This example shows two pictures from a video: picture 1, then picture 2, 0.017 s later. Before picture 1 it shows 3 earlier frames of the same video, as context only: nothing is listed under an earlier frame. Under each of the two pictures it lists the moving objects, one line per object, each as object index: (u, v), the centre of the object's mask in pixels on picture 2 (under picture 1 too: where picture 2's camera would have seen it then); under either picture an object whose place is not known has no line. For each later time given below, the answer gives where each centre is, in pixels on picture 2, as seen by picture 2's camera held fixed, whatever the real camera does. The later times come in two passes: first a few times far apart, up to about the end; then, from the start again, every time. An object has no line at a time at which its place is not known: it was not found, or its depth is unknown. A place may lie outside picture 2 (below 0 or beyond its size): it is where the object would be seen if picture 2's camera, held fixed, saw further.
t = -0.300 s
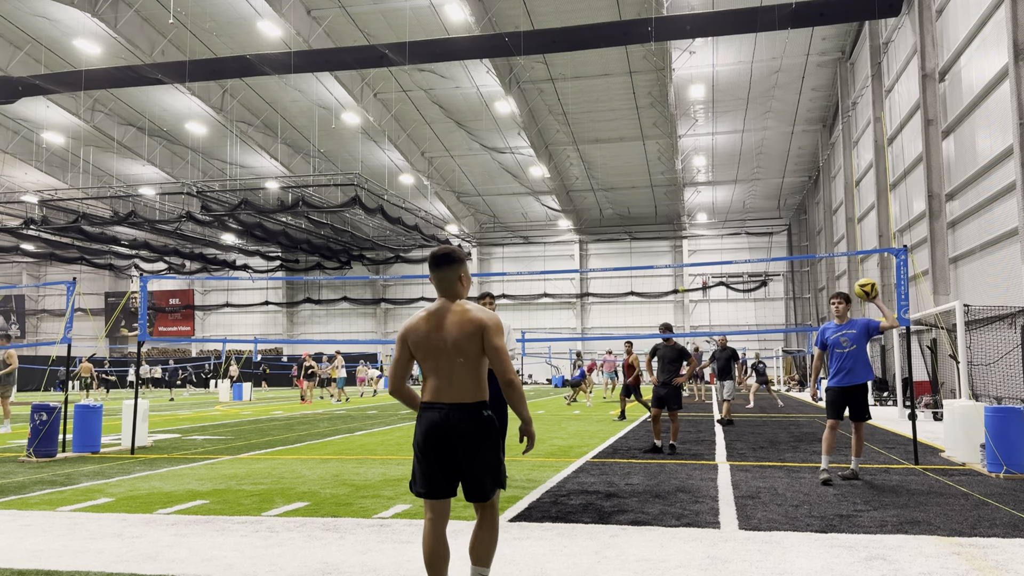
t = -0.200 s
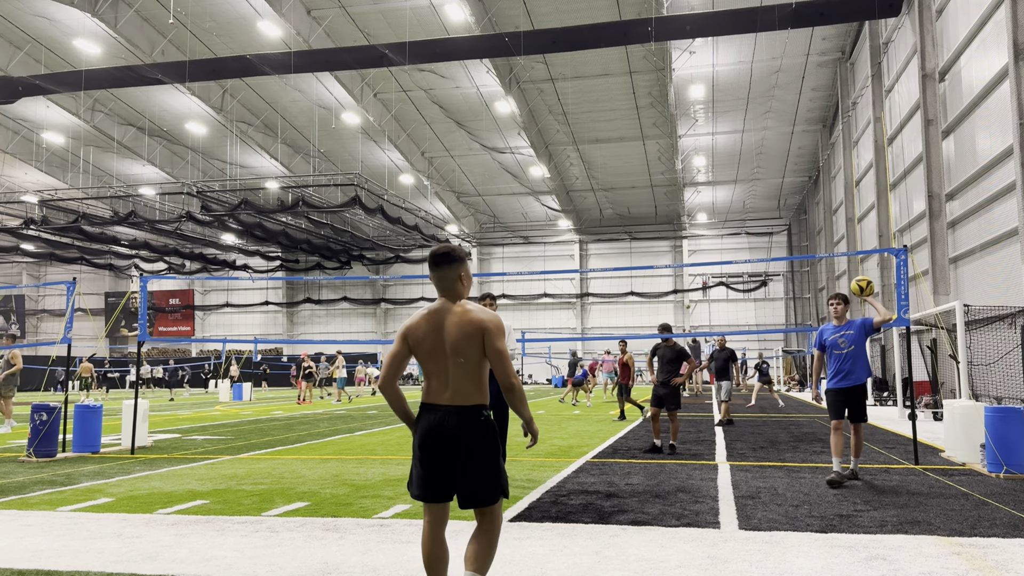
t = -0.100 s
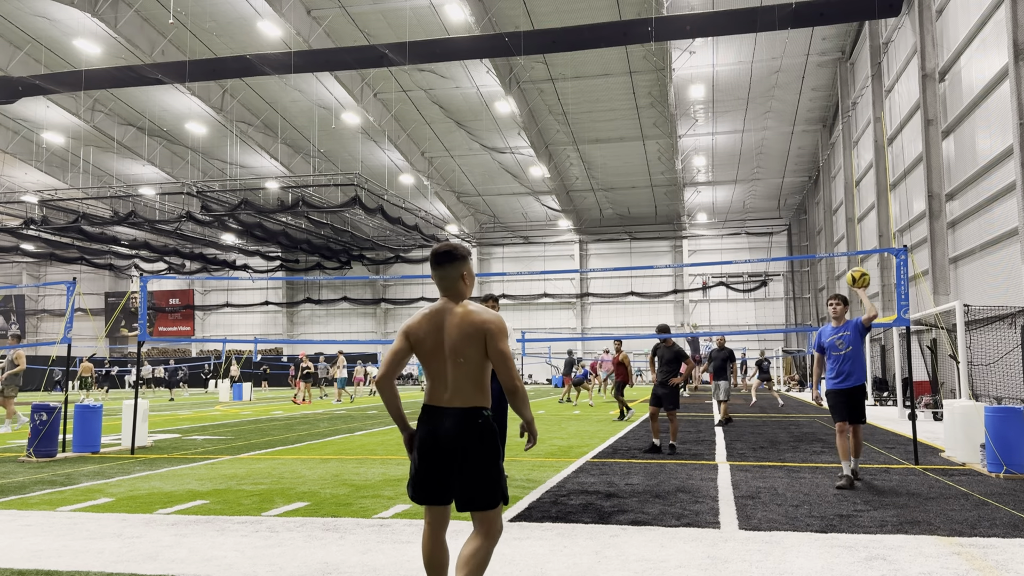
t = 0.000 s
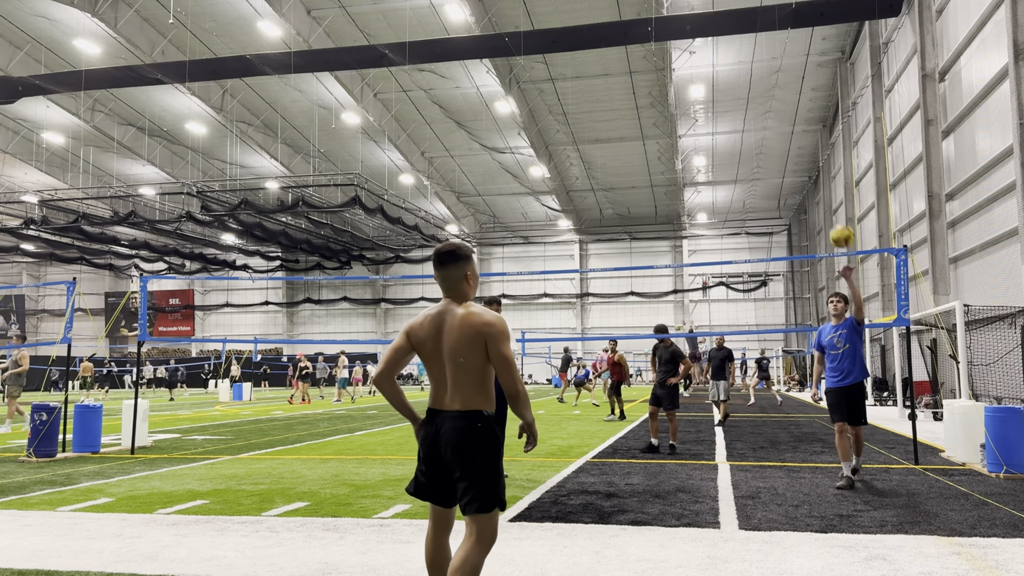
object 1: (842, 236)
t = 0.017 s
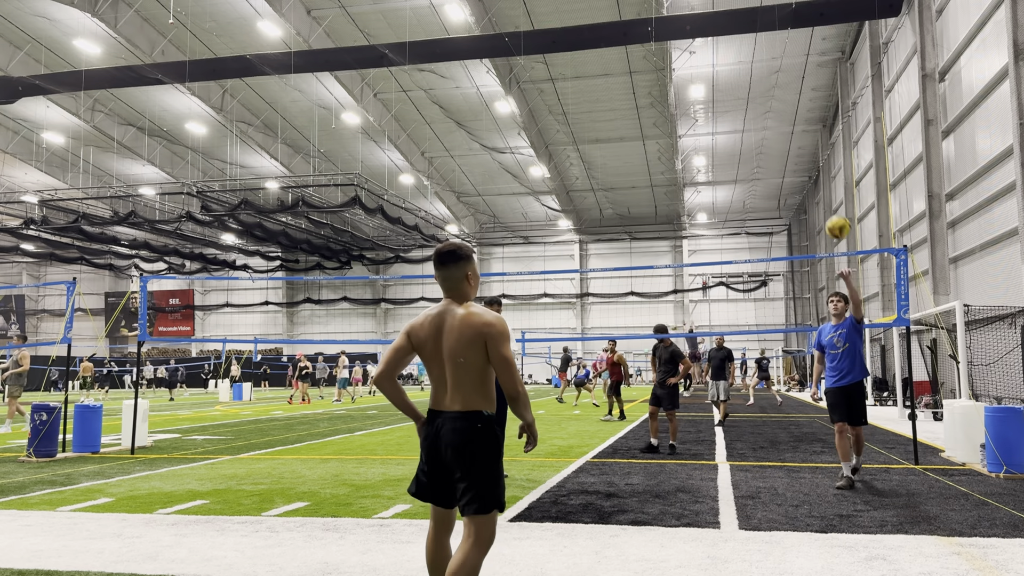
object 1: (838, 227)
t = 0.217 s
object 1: (787, 131)
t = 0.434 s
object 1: (720, 56)
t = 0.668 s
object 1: (624, 27)
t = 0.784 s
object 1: (557, 46)
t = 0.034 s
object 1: (834, 218)
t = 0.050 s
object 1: (830, 209)
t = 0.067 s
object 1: (826, 201)
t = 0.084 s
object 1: (822, 193)
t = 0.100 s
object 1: (818, 184)
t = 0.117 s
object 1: (814, 177)
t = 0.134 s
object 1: (809, 169)
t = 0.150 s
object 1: (805, 161)
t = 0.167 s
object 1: (801, 153)
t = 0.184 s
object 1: (796, 146)
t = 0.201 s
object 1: (792, 139)
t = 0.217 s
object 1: (787, 131)
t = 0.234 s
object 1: (782, 124)
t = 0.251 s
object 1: (777, 117)
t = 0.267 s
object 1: (773, 110)
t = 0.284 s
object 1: (768, 104)
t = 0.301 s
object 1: (763, 98)
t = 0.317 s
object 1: (758, 91)
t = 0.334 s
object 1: (753, 86)
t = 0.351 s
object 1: (748, 81)
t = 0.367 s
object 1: (743, 76)
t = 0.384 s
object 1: (738, 70)
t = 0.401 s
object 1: (732, 65)
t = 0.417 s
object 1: (726, 61)
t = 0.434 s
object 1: (720, 56)
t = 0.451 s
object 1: (715, 51)
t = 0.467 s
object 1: (708, 47)
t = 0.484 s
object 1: (702, 43)
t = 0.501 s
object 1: (696, 40)
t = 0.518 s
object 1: (690, 37)
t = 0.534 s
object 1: (683, 34)
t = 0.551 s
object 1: (677, 32)
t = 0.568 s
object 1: (670, 30)
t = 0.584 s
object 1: (662, 28)
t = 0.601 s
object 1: (655, 27)
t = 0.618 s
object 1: (648, 27)
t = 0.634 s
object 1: (640, 26)
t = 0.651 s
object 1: (632, 27)
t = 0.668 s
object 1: (624, 27)
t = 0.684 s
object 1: (615, 29)
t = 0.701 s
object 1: (606, 30)
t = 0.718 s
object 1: (597, 32)
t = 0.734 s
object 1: (587, 35)
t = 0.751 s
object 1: (578, 38)
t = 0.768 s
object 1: (568, 42)
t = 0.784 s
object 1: (557, 46)
